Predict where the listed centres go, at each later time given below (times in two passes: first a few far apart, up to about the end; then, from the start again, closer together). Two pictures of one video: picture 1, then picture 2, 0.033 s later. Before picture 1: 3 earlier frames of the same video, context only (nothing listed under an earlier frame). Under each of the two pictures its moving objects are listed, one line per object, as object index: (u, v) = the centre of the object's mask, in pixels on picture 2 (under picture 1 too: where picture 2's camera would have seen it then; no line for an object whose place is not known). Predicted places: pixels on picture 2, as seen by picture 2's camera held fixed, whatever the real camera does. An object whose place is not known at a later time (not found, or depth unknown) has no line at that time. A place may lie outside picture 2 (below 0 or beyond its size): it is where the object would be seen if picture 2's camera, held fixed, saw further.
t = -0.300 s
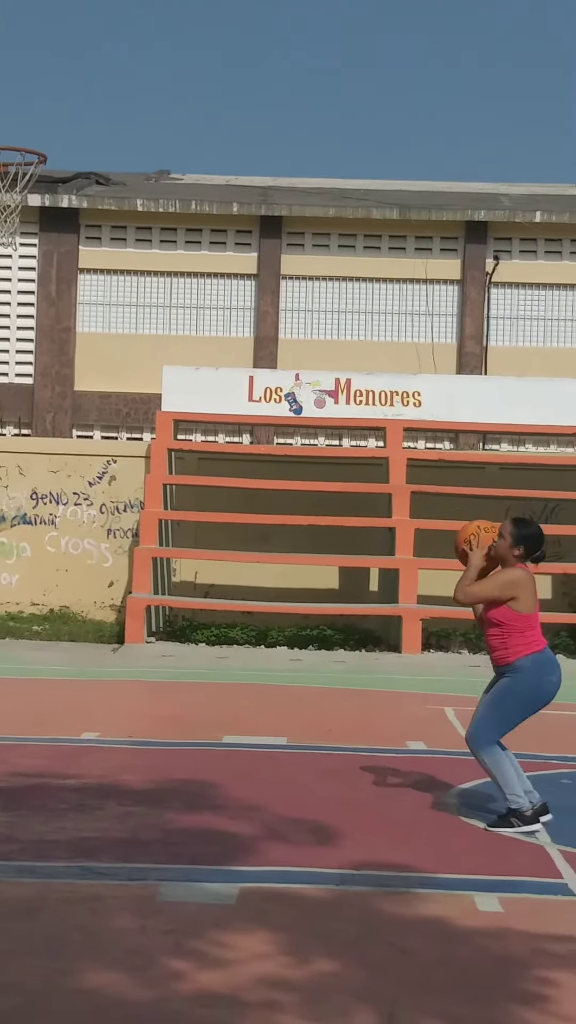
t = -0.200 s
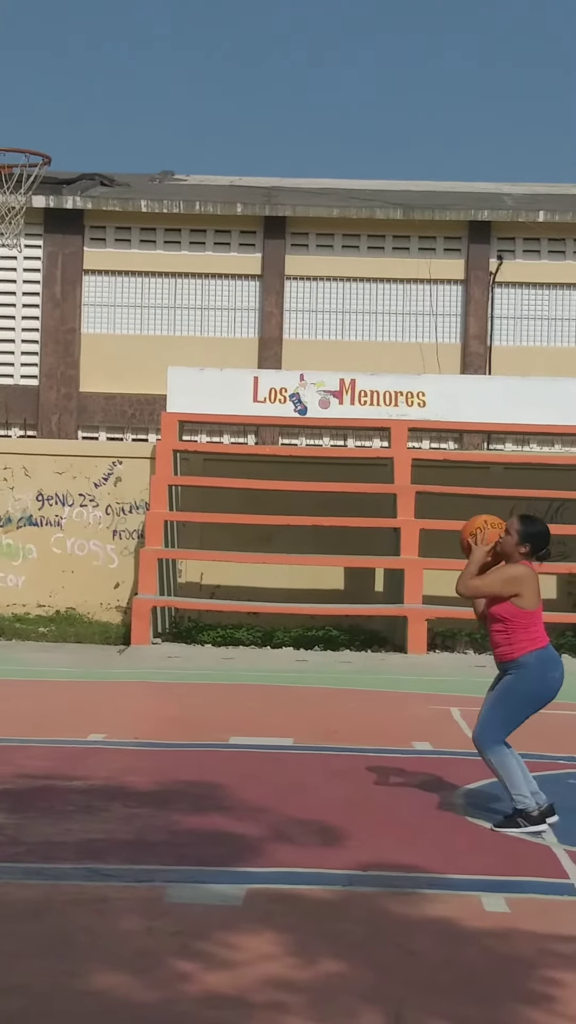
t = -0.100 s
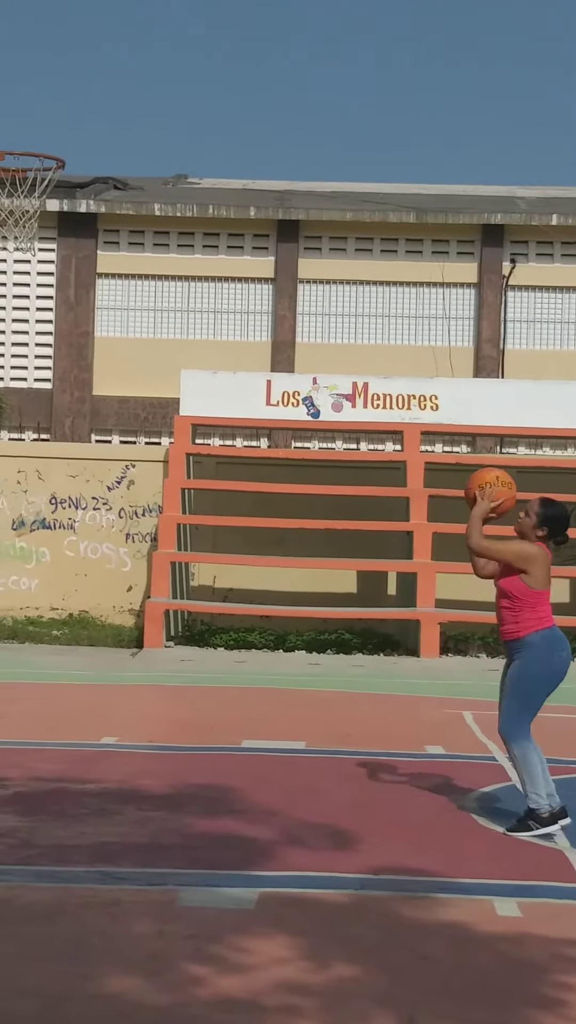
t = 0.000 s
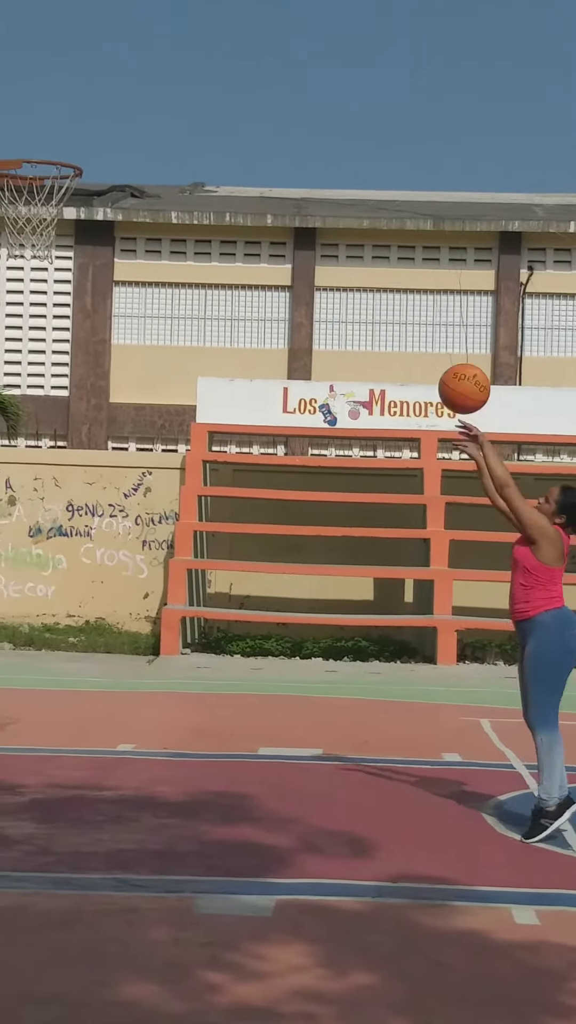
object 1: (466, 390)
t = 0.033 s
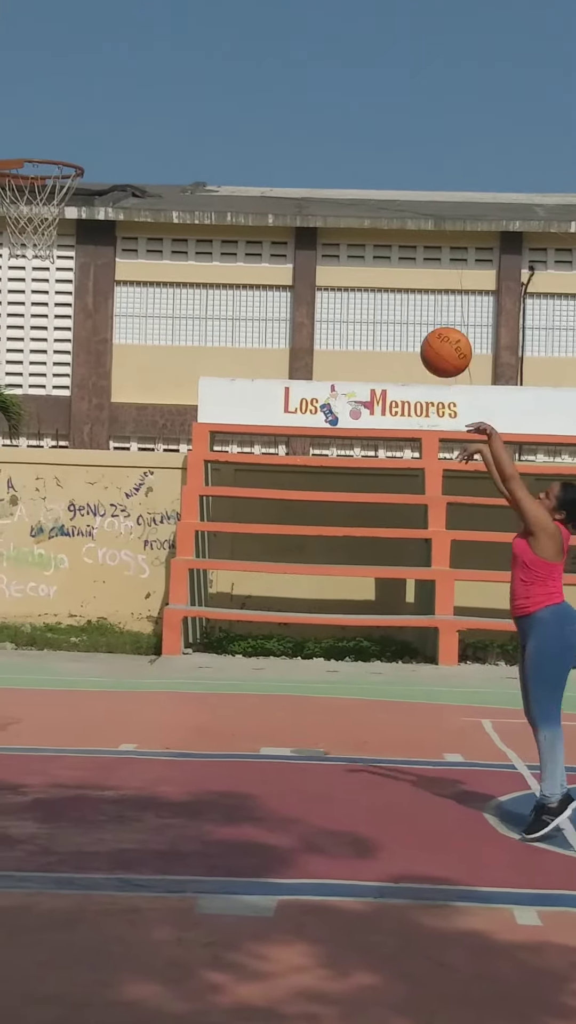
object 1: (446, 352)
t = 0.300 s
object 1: (292, 154)
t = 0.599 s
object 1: (120, 111)
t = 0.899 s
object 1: (4, 238)
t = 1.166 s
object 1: (8, 450)
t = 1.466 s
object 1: (14, 730)
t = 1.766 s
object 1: (83, 456)
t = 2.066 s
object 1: (145, 361)
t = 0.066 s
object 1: (427, 319)
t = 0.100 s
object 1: (408, 287)
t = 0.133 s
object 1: (388, 259)
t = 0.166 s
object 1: (370, 233)
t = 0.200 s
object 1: (350, 209)
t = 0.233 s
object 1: (330, 188)
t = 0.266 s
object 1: (311, 171)
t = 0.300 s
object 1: (292, 154)
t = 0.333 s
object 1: (273, 139)
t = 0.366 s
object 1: (254, 128)
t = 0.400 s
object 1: (235, 118)
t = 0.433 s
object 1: (215, 111)
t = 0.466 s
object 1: (197, 107)
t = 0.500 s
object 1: (177, 104)
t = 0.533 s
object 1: (158, 104)
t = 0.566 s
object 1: (139, 106)
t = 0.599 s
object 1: (120, 111)
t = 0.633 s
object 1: (101, 118)
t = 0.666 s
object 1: (82, 127)
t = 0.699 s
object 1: (63, 137)
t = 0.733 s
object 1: (43, 152)
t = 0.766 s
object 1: (25, 167)
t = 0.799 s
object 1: (7, 188)
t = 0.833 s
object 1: (3, 199)
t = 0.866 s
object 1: (2, 221)
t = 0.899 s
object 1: (4, 238)
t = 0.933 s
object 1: (4, 257)
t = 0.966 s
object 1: (5, 278)
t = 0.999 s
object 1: (5, 303)
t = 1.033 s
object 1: (7, 326)
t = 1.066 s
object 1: (9, 353)
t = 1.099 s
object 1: (10, 383)
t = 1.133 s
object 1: (10, 416)
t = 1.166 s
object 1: (8, 450)
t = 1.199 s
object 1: (7, 484)
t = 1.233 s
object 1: (7, 520)
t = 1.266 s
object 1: (7, 561)
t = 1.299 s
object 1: (8, 602)
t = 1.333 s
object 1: (7, 645)
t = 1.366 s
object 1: (6, 690)
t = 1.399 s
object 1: (5, 737)
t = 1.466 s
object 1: (14, 730)
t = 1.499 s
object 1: (22, 690)
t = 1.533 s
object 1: (30, 653)
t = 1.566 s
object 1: (39, 617)
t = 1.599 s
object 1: (46, 585)
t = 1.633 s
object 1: (54, 555)
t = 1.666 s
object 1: (63, 526)
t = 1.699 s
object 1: (69, 501)
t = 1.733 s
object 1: (77, 477)
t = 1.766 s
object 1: (83, 456)
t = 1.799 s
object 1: (91, 436)
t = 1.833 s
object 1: (98, 419)
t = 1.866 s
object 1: (105, 404)
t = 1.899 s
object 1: (112, 391)
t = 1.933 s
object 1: (119, 381)
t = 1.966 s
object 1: (125, 373)
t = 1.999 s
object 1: (132, 367)
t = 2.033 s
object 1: (139, 362)
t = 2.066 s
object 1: (145, 361)
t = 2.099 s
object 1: (151, 361)
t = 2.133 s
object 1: (157, 363)
